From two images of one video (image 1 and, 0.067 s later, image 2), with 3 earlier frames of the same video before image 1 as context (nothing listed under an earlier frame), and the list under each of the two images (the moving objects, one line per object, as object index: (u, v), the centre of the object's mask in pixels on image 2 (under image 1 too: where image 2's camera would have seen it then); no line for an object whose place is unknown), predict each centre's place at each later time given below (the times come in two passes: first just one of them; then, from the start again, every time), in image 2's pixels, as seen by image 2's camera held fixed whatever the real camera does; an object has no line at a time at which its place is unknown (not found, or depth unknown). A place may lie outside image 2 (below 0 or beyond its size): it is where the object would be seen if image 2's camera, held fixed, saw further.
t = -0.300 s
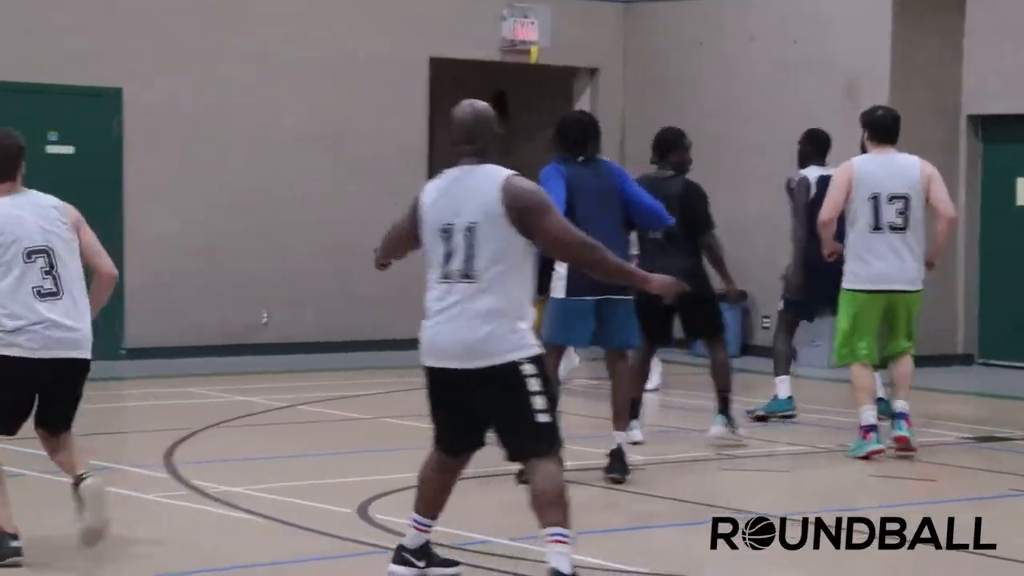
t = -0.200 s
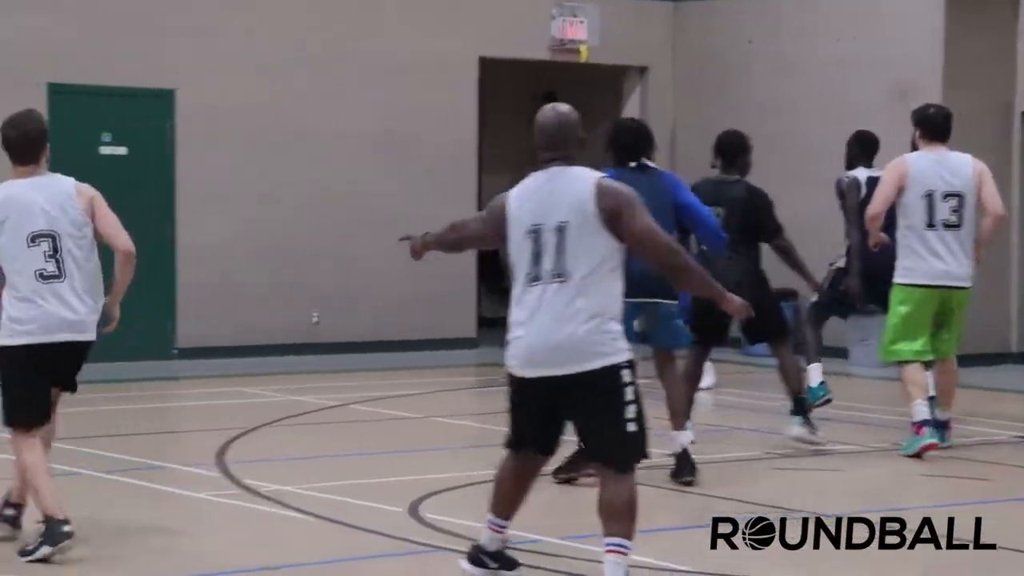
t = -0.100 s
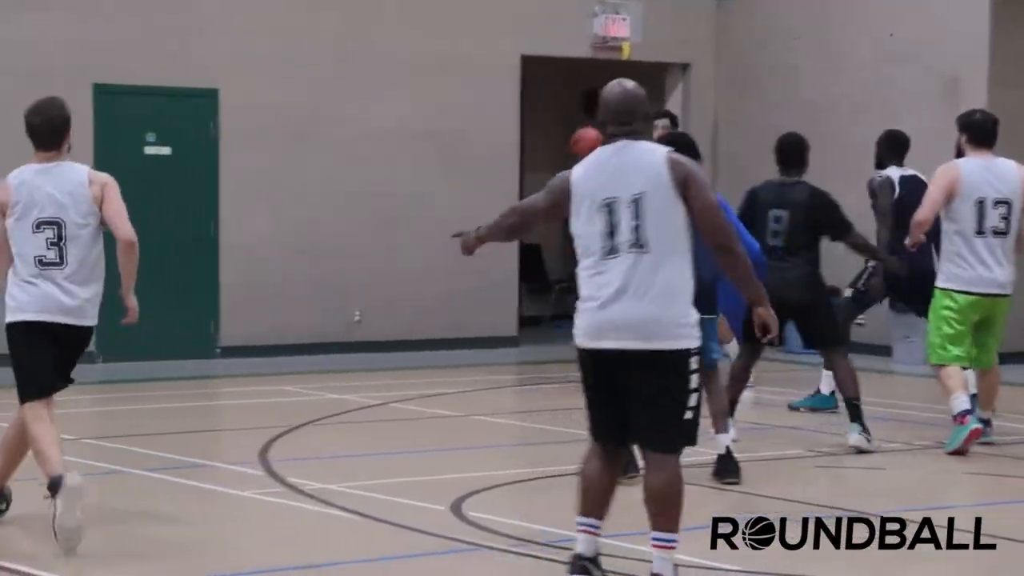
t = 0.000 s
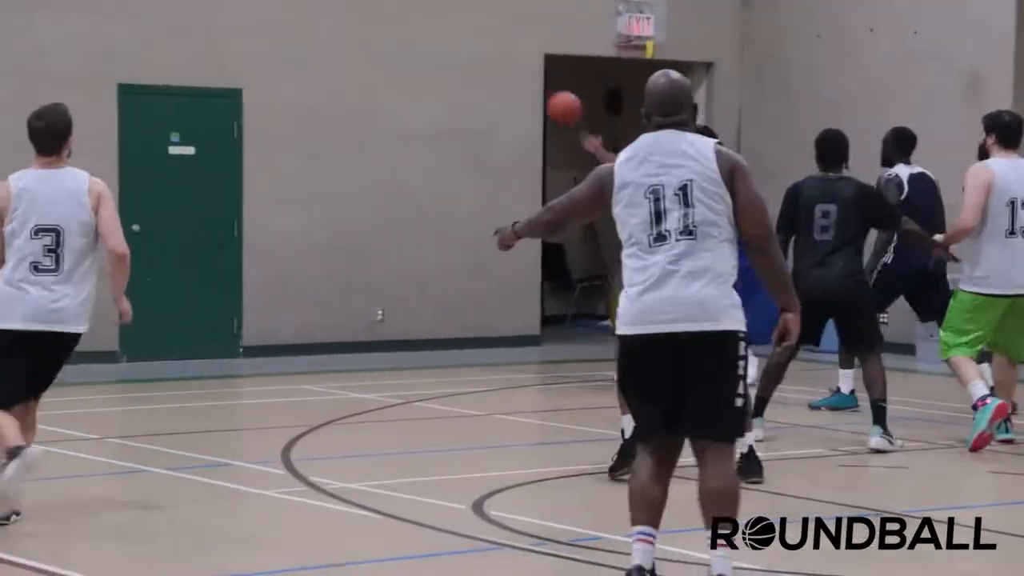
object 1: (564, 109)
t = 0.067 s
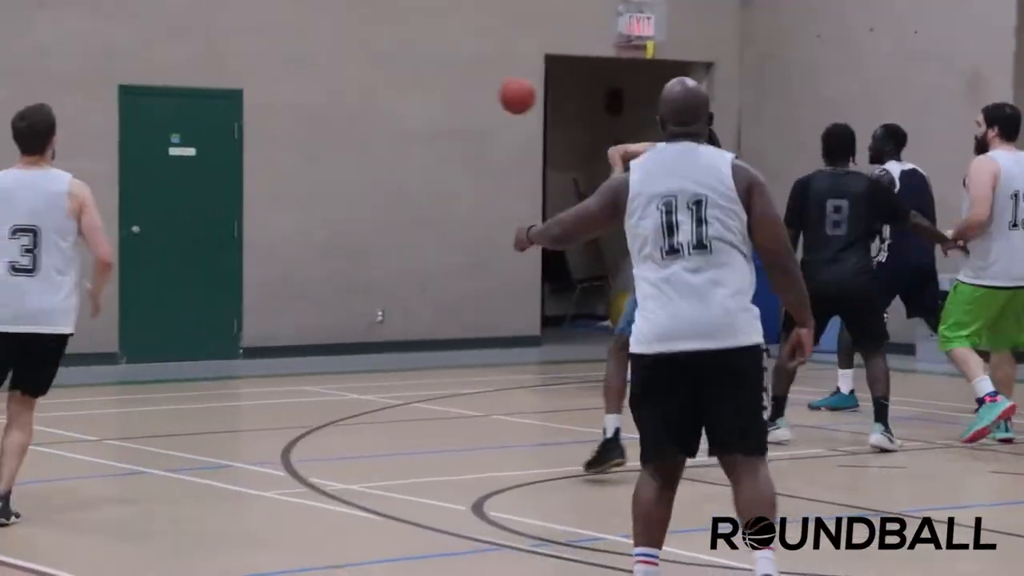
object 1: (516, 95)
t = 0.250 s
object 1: (364, 83)
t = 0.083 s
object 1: (504, 93)
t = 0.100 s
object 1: (492, 91)
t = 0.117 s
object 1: (479, 89)
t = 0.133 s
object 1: (466, 87)
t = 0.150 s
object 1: (452, 86)
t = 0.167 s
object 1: (438, 85)
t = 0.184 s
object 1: (422, 84)
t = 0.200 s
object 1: (408, 82)
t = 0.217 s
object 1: (393, 82)
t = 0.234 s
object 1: (379, 82)
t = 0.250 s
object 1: (364, 83)
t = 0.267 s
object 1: (349, 84)
